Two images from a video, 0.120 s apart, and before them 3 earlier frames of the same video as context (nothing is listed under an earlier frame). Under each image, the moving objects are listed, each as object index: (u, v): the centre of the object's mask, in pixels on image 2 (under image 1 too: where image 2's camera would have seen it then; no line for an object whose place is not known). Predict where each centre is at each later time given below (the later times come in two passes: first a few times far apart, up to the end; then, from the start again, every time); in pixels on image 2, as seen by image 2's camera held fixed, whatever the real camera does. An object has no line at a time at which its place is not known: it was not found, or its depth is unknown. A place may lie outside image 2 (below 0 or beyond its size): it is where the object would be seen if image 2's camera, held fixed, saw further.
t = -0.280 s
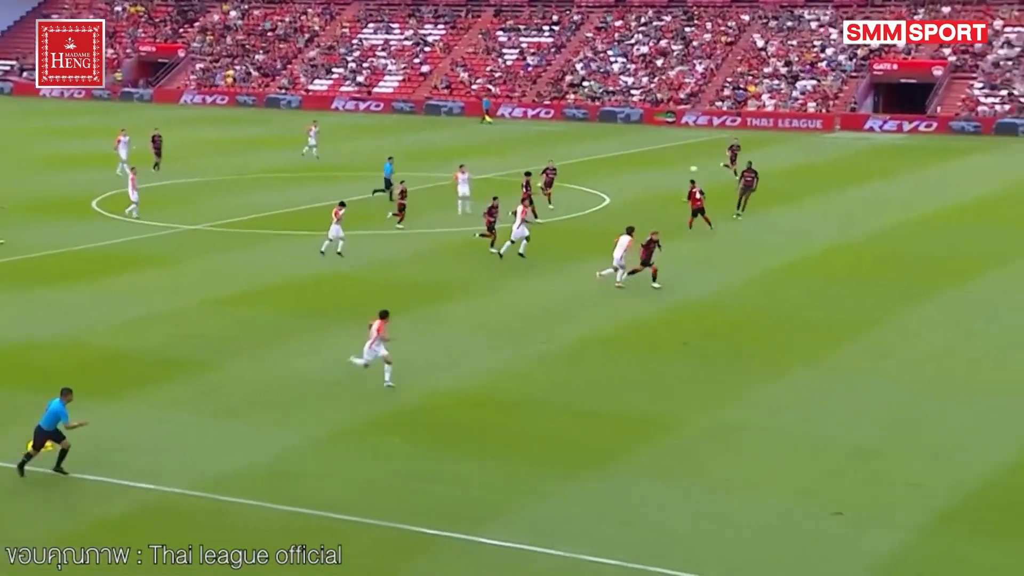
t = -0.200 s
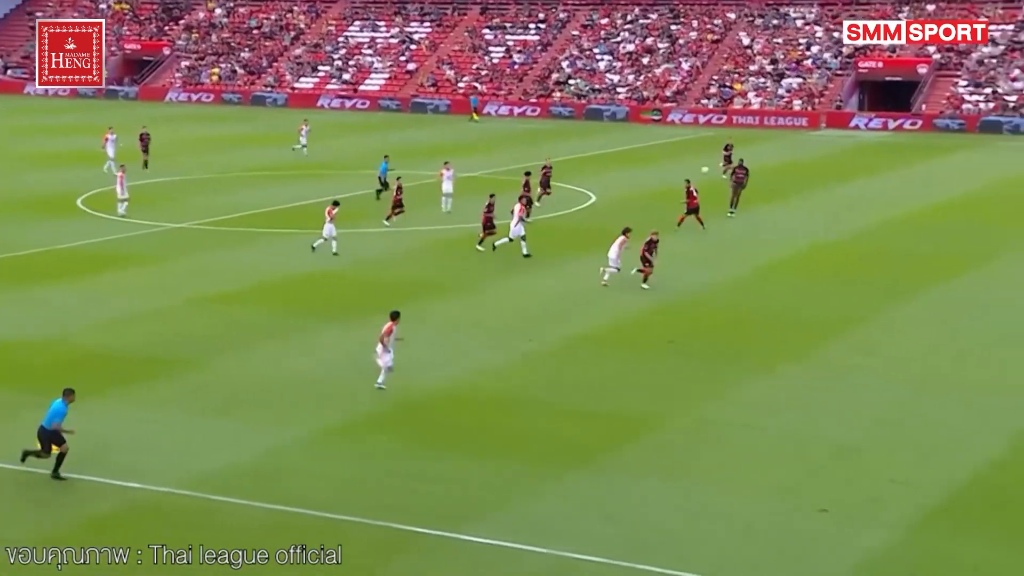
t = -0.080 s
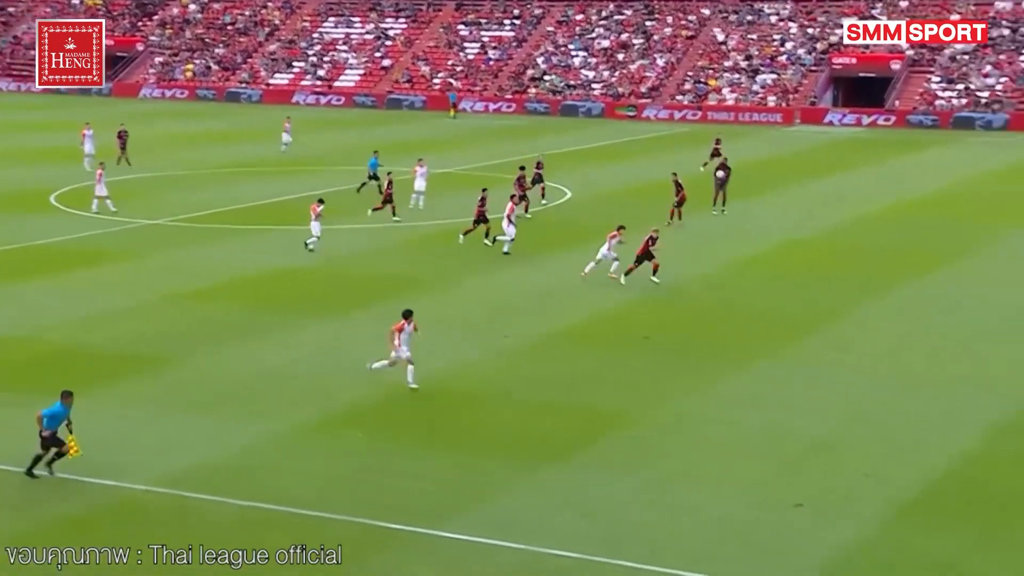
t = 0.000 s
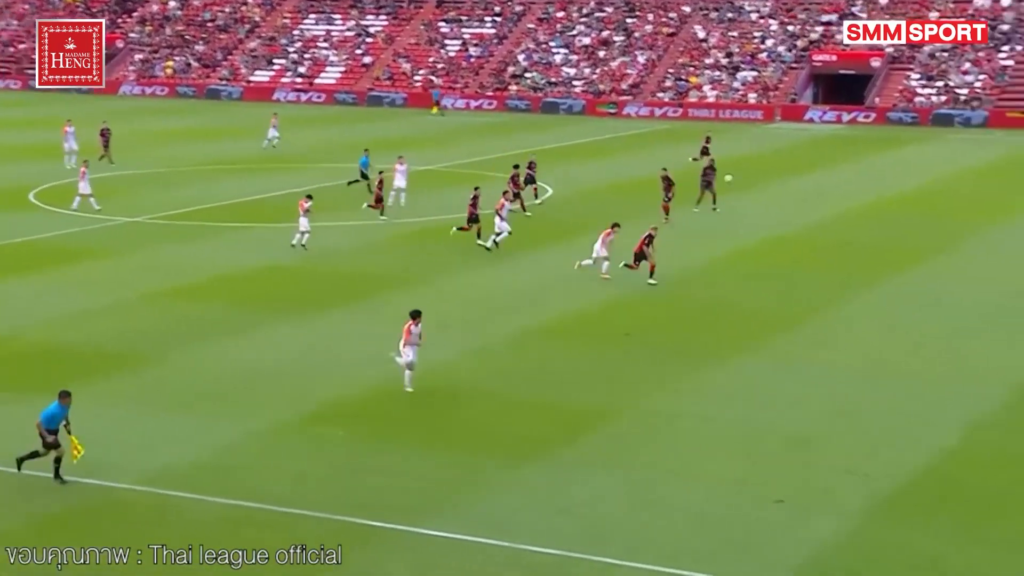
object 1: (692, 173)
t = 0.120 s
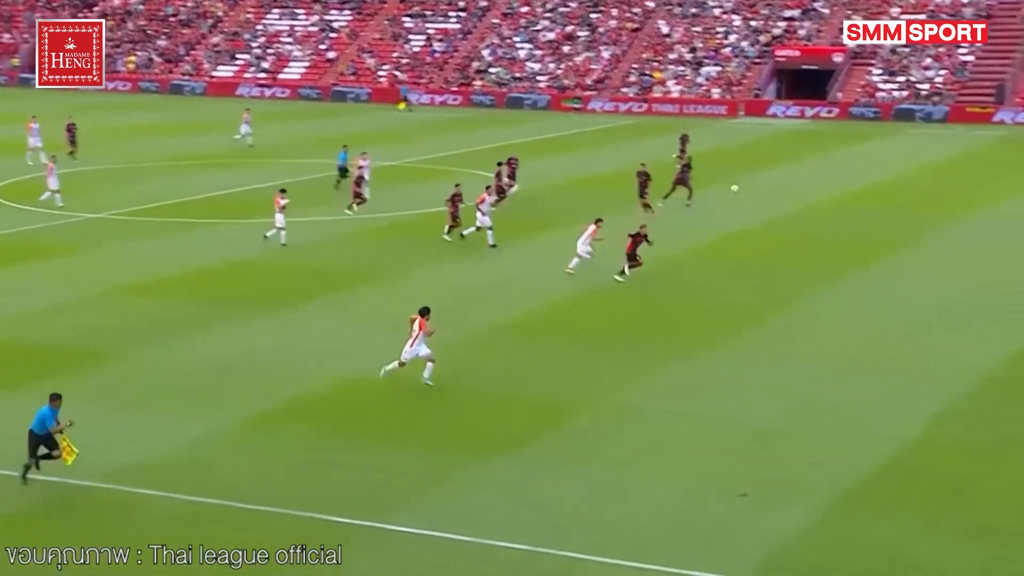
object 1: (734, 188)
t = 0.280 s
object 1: (793, 217)
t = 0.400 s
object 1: (838, 244)
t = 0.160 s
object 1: (749, 194)
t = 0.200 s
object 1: (763, 202)
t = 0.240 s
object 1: (778, 209)
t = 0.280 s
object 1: (793, 217)
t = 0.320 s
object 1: (808, 226)
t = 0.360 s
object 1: (822, 233)
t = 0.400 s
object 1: (838, 244)
